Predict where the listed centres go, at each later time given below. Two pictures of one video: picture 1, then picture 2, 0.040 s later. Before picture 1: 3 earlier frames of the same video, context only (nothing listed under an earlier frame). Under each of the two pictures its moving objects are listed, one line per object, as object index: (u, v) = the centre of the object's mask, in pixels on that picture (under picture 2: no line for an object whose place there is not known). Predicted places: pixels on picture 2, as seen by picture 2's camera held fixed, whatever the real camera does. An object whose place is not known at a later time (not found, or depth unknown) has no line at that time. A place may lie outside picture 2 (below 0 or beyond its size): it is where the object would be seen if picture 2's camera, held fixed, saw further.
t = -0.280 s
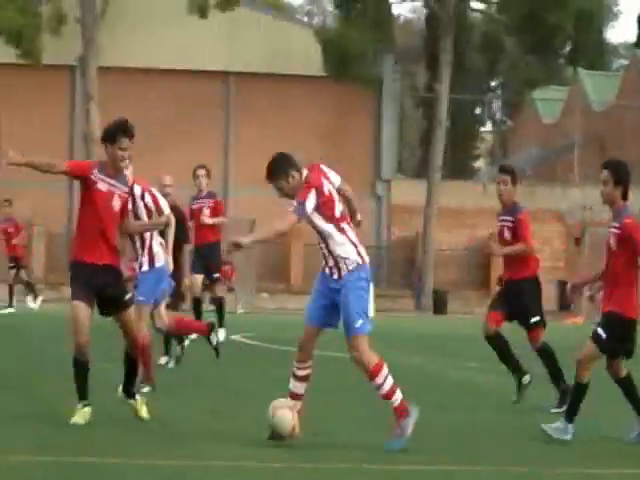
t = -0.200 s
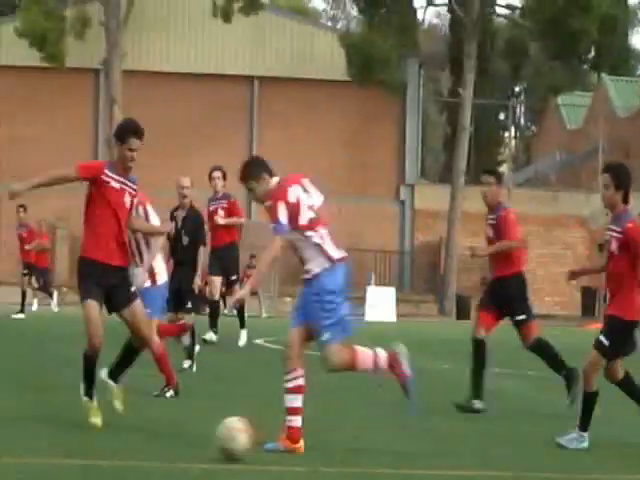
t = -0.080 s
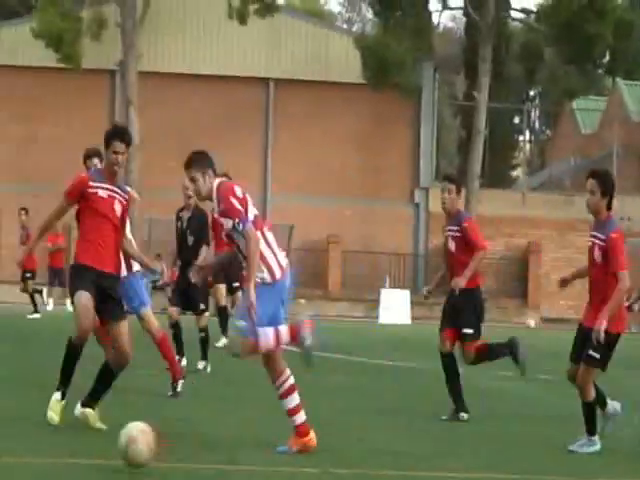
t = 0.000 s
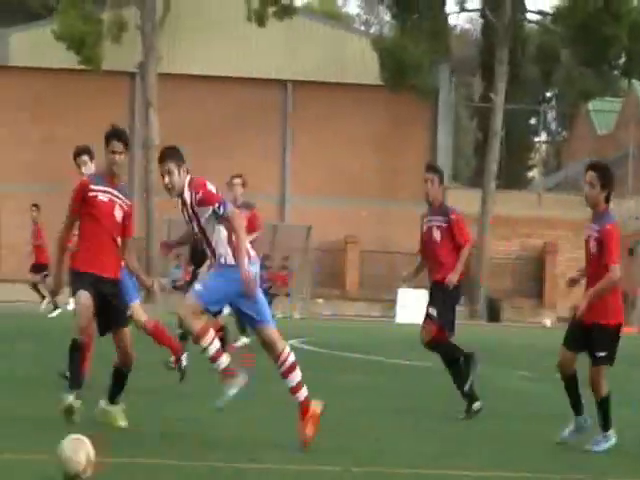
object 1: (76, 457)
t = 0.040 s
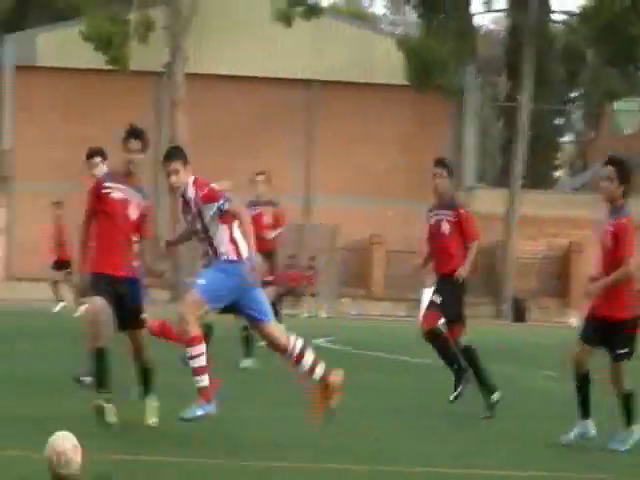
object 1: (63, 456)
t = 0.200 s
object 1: (-116, 484)
